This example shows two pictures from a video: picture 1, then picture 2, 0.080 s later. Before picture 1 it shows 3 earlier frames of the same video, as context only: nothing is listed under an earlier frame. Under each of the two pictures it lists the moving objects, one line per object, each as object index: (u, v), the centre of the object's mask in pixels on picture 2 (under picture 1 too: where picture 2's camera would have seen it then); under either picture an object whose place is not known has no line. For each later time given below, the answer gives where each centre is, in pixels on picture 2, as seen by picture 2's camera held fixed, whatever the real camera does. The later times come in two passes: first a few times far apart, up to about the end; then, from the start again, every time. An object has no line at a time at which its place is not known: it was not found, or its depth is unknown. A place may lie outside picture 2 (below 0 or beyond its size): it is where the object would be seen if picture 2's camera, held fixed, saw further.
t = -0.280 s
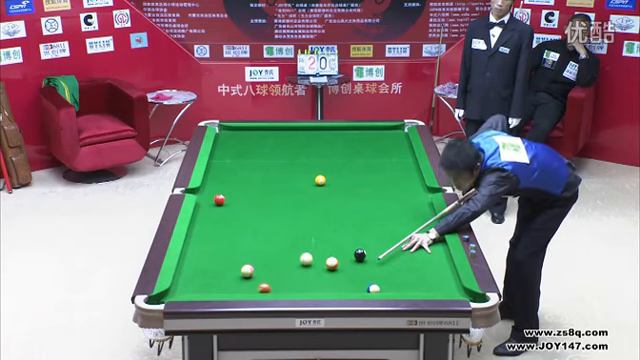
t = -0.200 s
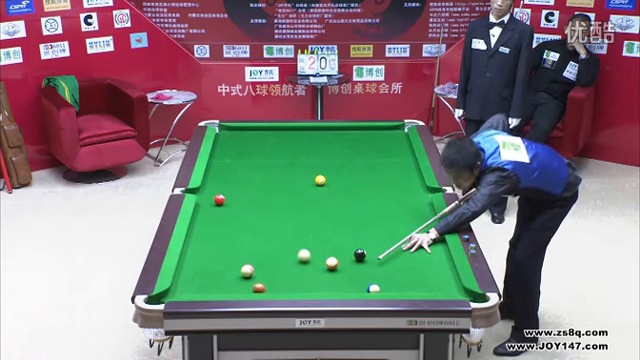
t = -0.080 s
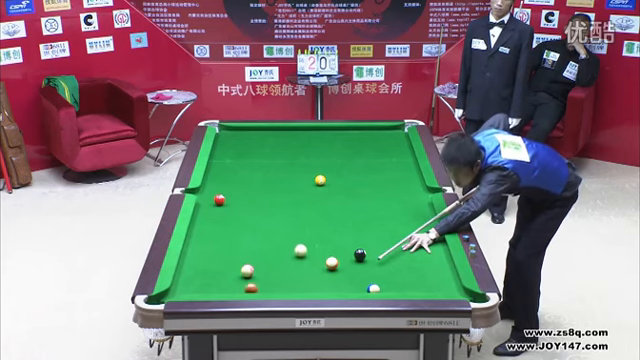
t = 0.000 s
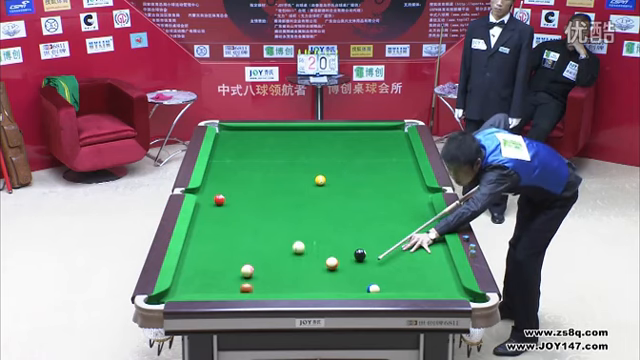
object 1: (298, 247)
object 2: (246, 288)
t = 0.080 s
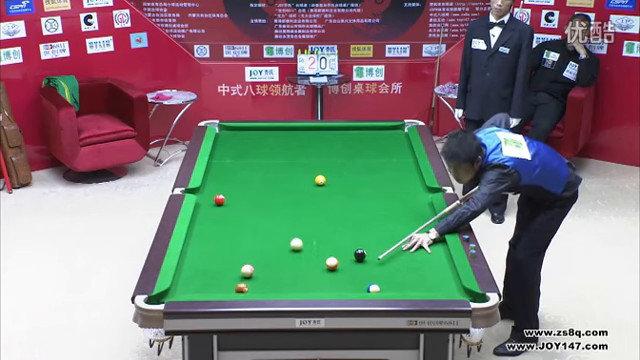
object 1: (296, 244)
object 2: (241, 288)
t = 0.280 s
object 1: (291, 237)
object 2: (230, 288)
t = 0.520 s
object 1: (286, 229)
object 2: (218, 288)
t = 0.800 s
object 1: (280, 220)
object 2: (206, 288)
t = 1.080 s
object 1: (275, 213)
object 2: (195, 288)
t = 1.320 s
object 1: (272, 207)
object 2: (187, 288)
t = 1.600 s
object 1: (268, 201)
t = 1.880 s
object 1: (264, 196)
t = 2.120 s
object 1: (261, 192)
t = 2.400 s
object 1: (259, 188)
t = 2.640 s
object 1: (256, 185)
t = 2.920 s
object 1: (254, 182)
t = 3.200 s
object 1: (252, 180)
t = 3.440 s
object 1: (251, 178)
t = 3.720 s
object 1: (250, 177)
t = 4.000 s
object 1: (249, 176)
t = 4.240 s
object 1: (249, 175)
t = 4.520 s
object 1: (249, 175)
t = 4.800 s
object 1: (249, 175)
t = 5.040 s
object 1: (249, 175)
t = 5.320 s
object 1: (249, 175)
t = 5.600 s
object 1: (249, 175)
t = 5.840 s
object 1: (249, 175)
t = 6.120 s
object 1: (249, 175)
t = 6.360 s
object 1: (249, 175)
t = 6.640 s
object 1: (249, 175)
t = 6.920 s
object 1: (249, 175)
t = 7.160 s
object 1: (249, 175)
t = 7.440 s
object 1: (249, 175)
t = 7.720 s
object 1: (249, 175)
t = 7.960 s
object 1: (249, 175)
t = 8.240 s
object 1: (249, 175)
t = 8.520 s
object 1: (249, 175)
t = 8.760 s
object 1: (249, 175)
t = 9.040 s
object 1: (249, 175)
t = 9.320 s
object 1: (249, 175)
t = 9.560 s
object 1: (249, 175)
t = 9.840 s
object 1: (249, 175)
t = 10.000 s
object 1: (249, 175)
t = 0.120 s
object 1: (295, 243)
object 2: (239, 288)
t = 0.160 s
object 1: (294, 241)
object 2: (237, 288)
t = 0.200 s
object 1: (293, 240)
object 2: (234, 288)
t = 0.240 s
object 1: (292, 238)
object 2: (232, 288)
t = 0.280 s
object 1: (291, 237)
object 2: (230, 288)
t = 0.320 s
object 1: (290, 235)
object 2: (228, 288)
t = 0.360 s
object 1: (289, 234)
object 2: (226, 288)
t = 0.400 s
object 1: (288, 233)
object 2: (224, 288)
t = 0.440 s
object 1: (287, 232)
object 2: (222, 288)
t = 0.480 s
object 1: (287, 230)
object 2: (220, 288)
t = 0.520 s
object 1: (286, 229)
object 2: (218, 288)
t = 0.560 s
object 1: (285, 228)
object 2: (216, 288)
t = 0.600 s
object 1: (284, 226)
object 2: (214, 288)
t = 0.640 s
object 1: (283, 225)
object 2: (213, 288)
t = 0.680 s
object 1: (282, 224)
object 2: (211, 288)
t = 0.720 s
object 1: (282, 223)
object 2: (209, 288)
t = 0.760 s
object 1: (281, 222)
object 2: (207, 288)
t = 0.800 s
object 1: (280, 220)
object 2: (206, 288)
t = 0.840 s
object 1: (279, 219)
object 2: (204, 288)
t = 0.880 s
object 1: (279, 218)
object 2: (202, 288)
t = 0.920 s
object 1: (278, 217)
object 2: (201, 288)
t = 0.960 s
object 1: (277, 216)
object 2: (199, 288)
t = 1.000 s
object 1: (277, 215)
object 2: (198, 288)
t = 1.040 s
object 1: (276, 214)
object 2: (197, 288)
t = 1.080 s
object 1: (275, 213)
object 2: (195, 288)
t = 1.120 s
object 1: (275, 212)
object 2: (194, 288)
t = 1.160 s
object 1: (274, 211)
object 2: (192, 288)
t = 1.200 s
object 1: (273, 210)
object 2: (191, 288)
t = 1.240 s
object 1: (273, 209)
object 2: (190, 288)
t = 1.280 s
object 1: (272, 208)
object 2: (189, 288)
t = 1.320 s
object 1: (272, 207)
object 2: (187, 288)
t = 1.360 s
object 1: (271, 206)
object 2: (186, 288)
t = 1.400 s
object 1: (271, 205)
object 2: (185, 288)
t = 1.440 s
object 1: (270, 204)
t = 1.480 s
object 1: (269, 203)
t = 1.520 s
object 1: (269, 203)
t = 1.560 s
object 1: (268, 202)
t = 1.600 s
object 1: (268, 201)
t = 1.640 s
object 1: (267, 200)
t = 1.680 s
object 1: (267, 199)
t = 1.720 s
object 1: (266, 199)
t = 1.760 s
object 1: (266, 198)
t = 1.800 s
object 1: (265, 197)
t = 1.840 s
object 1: (265, 197)
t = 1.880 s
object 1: (264, 196)
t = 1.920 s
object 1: (264, 195)
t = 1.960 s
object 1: (263, 195)
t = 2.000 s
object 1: (263, 194)
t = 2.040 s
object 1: (262, 193)
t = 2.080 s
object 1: (262, 193)
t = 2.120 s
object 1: (261, 192)
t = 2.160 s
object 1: (261, 191)
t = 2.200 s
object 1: (260, 191)
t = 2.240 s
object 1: (260, 190)
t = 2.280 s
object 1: (260, 190)
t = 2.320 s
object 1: (259, 189)
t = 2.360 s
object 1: (259, 189)
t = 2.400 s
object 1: (259, 188)
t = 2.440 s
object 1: (258, 188)
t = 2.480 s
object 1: (258, 187)
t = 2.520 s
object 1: (257, 187)
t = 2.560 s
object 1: (257, 186)
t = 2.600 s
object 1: (257, 186)
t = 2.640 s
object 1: (256, 185)
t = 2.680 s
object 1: (256, 185)
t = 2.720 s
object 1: (256, 184)
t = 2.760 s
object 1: (255, 184)
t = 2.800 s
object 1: (255, 183)
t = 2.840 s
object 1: (255, 183)
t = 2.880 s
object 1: (254, 182)
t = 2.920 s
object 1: (254, 182)
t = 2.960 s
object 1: (254, 182)
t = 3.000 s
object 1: (254, 181)
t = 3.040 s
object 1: (253, 181)
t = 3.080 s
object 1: (253, 181)
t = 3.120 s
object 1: (253, 180)
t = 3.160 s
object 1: (253, 180)
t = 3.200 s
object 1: (252, 180)
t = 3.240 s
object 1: (252, 180)
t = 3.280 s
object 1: (252, 179)
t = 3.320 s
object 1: (251, 179)
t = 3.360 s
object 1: (251, 179)
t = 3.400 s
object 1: (251, 178)
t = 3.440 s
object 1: (251, 178)
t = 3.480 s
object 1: (251, 178)
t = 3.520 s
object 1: (250, 178)
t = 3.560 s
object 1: (250, 177)
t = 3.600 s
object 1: (250, 177)
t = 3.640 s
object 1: (250, 177)
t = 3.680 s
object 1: (250, 177)
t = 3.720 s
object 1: (250, 177)
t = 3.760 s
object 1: (249, 176)
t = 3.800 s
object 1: (250, 176)
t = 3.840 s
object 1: (249, 176)
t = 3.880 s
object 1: (249, 176)
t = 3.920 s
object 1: (249, 176)
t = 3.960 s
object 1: (249, 176)
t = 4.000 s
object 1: (249, 176)
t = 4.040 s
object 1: (249, 175)
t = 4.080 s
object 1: (249, 176)
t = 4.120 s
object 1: (249, 175)
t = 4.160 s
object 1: (249, 175)
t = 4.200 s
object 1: (249, 175)
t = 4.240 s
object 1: (249, 175)
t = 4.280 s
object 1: (249, 175)
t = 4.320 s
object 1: (249, 175)
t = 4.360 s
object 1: (249, 175)
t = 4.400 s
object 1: (249, 175)
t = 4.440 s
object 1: (249, 175)
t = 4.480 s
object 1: (249, 175)
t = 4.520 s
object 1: (249, 175)
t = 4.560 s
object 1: (249, 175)
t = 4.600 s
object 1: (249, 175)
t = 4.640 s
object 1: (249, 175)
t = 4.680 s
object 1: (249, 175)
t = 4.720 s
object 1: (249, 175)
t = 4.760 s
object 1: (249, 175)
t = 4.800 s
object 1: (249, 175)
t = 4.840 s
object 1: (249, 175)
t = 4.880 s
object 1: (249, 175)
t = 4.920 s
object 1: (249, 175)
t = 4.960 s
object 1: (249, 175)
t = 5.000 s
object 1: (249, 175)
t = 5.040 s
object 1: (249, 175)
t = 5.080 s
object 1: (249, 175)
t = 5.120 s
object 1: (249, 175)
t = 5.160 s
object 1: (249, 175)
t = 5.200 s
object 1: (249, 175)
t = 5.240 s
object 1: (249, 175)
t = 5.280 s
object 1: (249, 175)
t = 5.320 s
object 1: (249, 175)
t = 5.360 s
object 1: (249, 175)
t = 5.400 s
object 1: (249, 175)
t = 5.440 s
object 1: (249, 175)
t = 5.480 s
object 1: (249, 175)
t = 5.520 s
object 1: (249, 175)
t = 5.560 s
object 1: (249, 175)
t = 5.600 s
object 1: (249, 175)
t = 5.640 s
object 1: (249, 175)
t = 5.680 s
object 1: (249, 175)
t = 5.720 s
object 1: (249, 175)
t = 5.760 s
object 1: (249, 175)
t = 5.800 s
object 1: (249, 175)
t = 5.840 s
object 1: (249, 175)
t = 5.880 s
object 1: (249, 175)
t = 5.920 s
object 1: (249, 175)
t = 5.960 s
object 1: (249, 175)
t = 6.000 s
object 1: (249, 175)
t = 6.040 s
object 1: (249, 175)
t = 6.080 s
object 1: (249, 175)
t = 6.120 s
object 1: (249, 175)
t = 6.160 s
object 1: (249, 175)
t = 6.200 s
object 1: (249, 175)
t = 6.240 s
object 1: (249, 175)
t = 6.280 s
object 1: (249, 175)
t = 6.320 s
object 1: (249, 175)
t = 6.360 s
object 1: (249, 175)
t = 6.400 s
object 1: (249, 175)
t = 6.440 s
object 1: (249, 175)
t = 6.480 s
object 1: (249, 175)
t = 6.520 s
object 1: (249, 175)
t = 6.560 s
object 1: (249, 175)
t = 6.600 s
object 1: (249, 175)
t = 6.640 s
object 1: (249, 175)
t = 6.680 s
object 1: (249, 175)
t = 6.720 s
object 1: (249, 175)
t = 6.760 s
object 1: (249, 175)
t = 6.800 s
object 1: (249, 175)
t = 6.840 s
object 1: (249, 175)
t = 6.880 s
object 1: (249, 175)
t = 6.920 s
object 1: (249, 175)
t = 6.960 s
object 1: (249, 175)
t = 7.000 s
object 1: (249, 175)
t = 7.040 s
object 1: (249, 175)
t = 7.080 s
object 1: (249, 175)
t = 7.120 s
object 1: (249, 175)
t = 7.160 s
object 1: (249, 175)
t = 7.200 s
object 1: (249, 175)
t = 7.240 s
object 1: (249, 175)
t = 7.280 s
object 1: (249, 175)
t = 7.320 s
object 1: (249, 175)
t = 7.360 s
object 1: (249, 175)
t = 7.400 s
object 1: (249, 175)
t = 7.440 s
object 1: (249, 175)
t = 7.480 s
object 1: (249, 175)
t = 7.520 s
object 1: (249, 175)
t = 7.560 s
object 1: (249, 175)
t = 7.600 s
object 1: (249, 175)
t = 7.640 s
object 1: (249, 175)
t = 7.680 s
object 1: (249, 175)
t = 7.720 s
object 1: (249, 175)
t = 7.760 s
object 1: (249, 175)
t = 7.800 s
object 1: (249, 175)
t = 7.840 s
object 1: (249, 175)
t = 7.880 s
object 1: (249, 175)
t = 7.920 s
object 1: (249, 175)
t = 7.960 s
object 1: (249, 175)
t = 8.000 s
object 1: (249, 175)
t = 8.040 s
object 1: (249, 175)
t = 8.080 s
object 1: (249, 175)
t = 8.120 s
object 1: (249, 175)
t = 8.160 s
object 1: (249, 175)
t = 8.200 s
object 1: (249, 175)
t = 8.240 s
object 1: (249, 175)
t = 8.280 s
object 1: (249, 175)
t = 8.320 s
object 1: (249, 175)
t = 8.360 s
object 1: (249, 175)
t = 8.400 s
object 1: (249, 175)
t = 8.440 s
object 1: (249, 175)
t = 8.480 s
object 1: (249, 175)
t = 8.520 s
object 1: (249, 175)
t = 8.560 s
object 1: (249, 175)
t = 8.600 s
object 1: (249, 175)
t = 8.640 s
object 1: (249, 175)
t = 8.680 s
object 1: (249, 175)
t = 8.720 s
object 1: (249, 175)
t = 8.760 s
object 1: (249, 175)
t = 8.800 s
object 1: (249, 175)
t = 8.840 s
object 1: (249, 175)
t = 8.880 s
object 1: (249, 175)
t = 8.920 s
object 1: (249, 175)
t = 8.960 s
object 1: (249, 175)
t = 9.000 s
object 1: (249, 175)
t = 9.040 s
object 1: (249, 175)
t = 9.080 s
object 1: (249, 175)
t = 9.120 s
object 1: (249, 175)
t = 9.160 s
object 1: (249, 175)
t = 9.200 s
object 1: (249, 175)
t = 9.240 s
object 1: (249, 175)
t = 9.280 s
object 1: (249, 175)
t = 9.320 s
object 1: (249, 175)
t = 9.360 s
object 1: (249, 175)
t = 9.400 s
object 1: (249, 175)
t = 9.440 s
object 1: (249, 175)
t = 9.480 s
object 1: (249, 175)
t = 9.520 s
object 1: (249, 175)
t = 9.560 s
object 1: (249, 175)
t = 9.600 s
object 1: (249, 175)
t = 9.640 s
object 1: (249, 175)
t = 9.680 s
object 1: (249, 175)
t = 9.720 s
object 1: (249, 175)
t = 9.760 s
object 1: (249, 175)
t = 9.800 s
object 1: (249, 175)
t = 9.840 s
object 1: (249, 175)
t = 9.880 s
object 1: (249, 175)
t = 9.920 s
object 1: (249, 175)
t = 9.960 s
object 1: (249, 175)
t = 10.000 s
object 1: (249, 175)
